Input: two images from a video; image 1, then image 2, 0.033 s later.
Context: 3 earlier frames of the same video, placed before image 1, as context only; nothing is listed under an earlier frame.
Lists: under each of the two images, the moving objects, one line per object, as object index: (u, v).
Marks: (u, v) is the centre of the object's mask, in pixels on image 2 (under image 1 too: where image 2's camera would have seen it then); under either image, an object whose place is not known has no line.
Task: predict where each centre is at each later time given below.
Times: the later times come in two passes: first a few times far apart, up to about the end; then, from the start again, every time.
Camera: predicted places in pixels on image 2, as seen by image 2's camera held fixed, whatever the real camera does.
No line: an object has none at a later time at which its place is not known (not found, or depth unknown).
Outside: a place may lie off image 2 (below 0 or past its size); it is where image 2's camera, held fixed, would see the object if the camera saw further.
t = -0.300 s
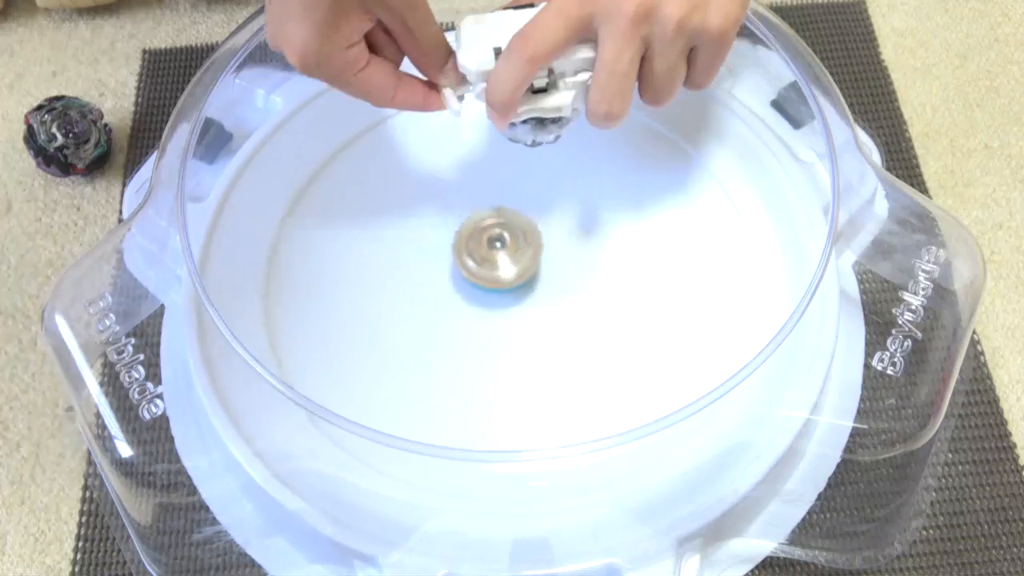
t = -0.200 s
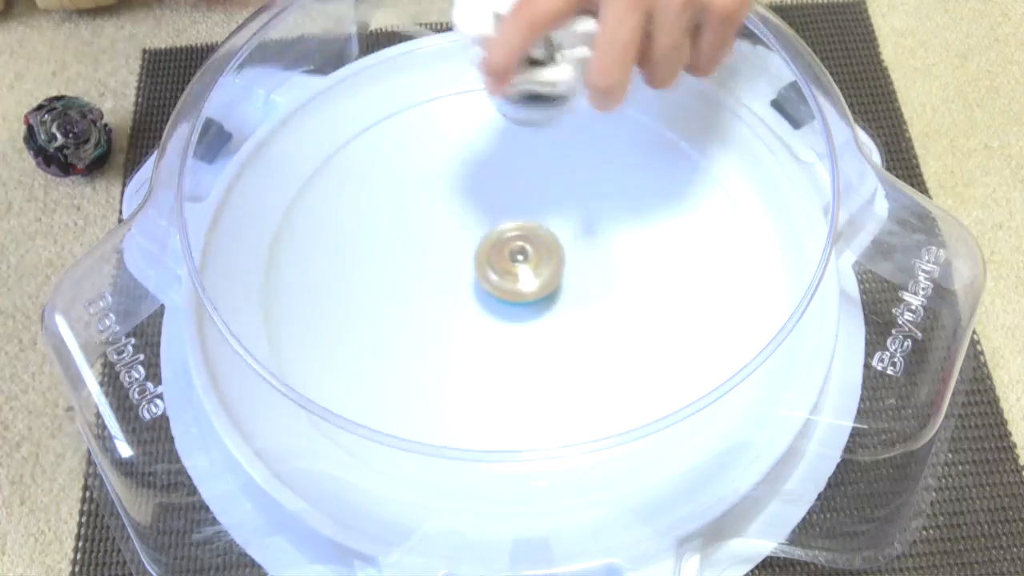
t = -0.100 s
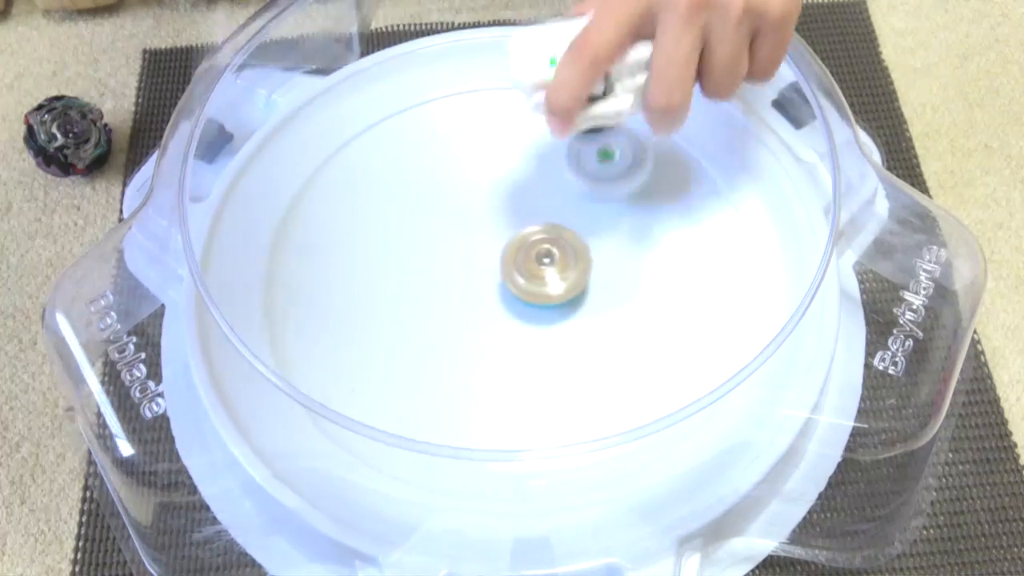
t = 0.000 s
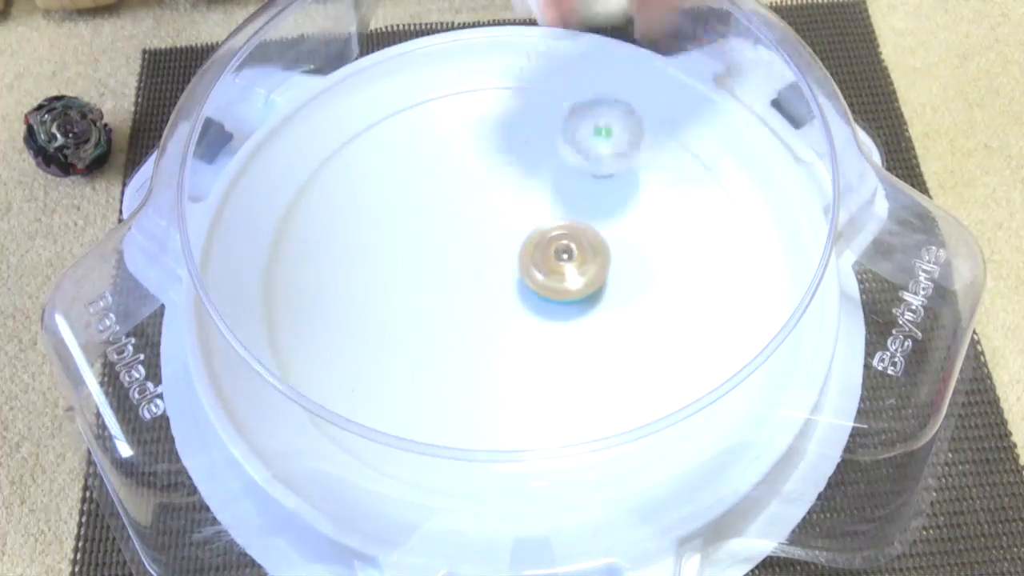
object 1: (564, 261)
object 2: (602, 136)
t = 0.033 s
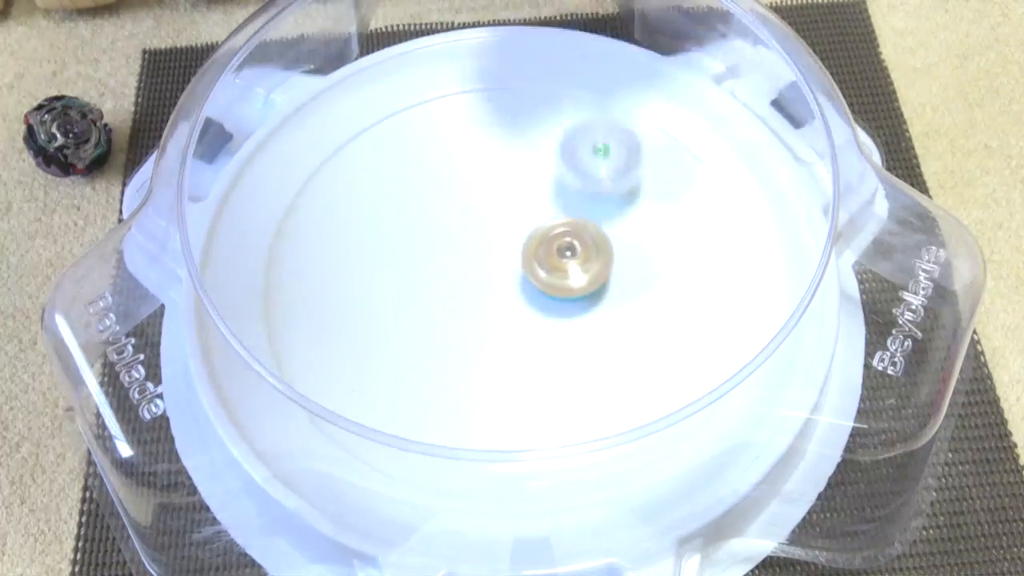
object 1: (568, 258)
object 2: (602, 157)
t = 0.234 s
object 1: (529, 346)
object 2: (554, 94)
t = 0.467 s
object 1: (548, 380)
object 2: (415, 175)
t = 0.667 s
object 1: (588, 355)
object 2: (394, 367)
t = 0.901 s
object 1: (572, 311)
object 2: (623, 431)
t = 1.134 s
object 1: (508, 295)
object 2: (729, 226)
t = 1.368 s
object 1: (457, 305)
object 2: (489, 74)
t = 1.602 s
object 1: (439, 312)
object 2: (270, 298)
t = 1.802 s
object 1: (444, 306)
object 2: (595, 460)
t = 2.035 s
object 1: (458, 285)
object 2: (652, 124)
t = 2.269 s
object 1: (468, 254)
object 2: (307, 178)
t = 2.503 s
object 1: (473, 231)
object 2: (481, 477)
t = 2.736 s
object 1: (486, 223)
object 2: (735, 218)
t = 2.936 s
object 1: (503, 225)
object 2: (516, 73)
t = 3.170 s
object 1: (525, 227)
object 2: (271, 245)
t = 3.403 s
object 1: (548, 238)
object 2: (578, 466)
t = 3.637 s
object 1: (563, 252)
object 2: (718, 177)
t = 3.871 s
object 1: (571, 268)
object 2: (466, 90)
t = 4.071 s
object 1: (569, 282)
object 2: (279, 265)
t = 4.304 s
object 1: (557, 298)
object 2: (538, 470)
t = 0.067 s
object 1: (570, 256)
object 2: (592, 165)
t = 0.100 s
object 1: (568, 262)
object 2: (584, 169)
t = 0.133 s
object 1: (556, 289)
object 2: (582, 143)
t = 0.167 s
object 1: (545, 312)
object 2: (576, 123)
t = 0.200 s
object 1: (535, 331)
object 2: (567, 106)
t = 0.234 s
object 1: (529, 346)
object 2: (554, 94)
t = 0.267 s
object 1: (524, 358)
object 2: (540, 88)
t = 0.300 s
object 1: (522, 366)
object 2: (522, 89)
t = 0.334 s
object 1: (524, 373)
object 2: (503, 96)
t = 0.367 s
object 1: (527, 377)
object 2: (481, 108)
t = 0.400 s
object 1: (533, 380)
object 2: (458, 126)
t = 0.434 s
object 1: (540, 380)
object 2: (437, 148)
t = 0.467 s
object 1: (548, 380)
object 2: (415, 175)
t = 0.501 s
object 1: (557, 378)
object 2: (398, 203)
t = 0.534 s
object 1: (565, 374)
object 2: (385, 236)
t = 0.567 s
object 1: (572, 370)
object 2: (378, 272)
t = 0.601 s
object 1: (579, 366)
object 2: (377, 305)
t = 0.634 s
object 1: (584, 361)
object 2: (382, 336)
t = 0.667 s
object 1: (588, 355)
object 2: (394, 367)
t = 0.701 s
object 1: (591, 349)
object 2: (414, 393)
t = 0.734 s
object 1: (593, 343)
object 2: (443, 416)
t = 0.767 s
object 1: (594, 336)
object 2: (475, 433)
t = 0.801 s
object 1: (591, 329)
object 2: (509, 443)
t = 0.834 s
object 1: (587, 323)
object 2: (547, 446)
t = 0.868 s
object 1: (580, 316)
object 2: (587, 442)
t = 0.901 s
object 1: (572, 311)
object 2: (623, 431)
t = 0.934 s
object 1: (564, 307)
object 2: (655, 415)
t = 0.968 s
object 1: (555, 303)
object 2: (682, 393)
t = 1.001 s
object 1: (546, 300)
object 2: (706, 367)
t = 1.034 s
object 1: (536, 297)
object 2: (721, 334)
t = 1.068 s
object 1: (526, 295)
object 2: (733, 302)
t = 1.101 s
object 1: (517, 295)
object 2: (734, 263)
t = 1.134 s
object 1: (508, 295)
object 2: (729, 226)
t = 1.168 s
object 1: (499, 296)
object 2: (717, 187)
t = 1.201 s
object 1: (491, 296)
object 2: (695, 155)
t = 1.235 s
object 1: (483, 298)
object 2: (665, 122)
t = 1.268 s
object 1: (476, 299)
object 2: (628, 98)
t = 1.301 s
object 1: (469, 301)
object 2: (585, 81)
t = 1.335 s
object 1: (463, 303)
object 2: (536, 74)
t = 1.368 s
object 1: (457, 305)
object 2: (489, 74)
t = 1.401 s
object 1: (453, 307)
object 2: (443, 82)
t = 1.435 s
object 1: (449, 308)
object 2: (395, 99)
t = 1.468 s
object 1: (446, 309)
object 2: (354, 123)
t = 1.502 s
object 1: (444, 311)
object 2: (320, 161)
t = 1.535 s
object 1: (442, 311)
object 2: (290, 194)
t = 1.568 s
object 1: (441, 312)
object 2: (274, 249)
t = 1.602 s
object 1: (439, 312)
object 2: (270, 298)
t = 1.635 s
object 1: (440, 312)
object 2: (286, 350)
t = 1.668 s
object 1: (440, 311)
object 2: (316, 400)
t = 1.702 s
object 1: (441, 311)
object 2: (366, 444)
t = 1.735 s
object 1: (442, 310)
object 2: (439, 467)
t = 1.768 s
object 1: (443, 308)
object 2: (519, 477)
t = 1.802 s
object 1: (444, 306)
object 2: (595, 460)
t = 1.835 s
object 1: (446, 304)
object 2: (665, 426)
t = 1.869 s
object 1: (447, 302)
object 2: (714, 380)
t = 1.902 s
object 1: (449, 299)
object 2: (739, 321)
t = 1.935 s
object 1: (451, 296)
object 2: (754, 265)
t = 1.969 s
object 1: (453, 292)
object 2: (734, 207)
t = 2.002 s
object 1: (455, 289)
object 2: (697, 160)
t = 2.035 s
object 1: (458, 285)
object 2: (652, 124)
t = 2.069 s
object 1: (459, 280)
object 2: (606, 89)
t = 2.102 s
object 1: (461, 276)
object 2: (545, 75)
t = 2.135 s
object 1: (463, 272)
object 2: (488, 76)
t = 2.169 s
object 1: (464, 267)
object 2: (432, 85)
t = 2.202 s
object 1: (465, 263)
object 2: (383, 104)
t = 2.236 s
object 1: (467, 259)
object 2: (340, 134)
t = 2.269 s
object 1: (468, 254)
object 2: (307, 178)
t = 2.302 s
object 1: (468, 250)
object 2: (280, 218)
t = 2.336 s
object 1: (469, 246)
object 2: (271, 272)
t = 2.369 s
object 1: (470, 243)
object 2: (277, 327)
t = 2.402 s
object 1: (471, 239)
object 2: (302, 369)
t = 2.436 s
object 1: (472, 237)
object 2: (346, 428)
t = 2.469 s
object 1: (472, 234)
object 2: (406, 459)
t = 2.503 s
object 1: (473, 231)
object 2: (481, 477)
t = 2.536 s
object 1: (475, 229)
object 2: (555, 470)
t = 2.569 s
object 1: (476, 227)
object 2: (622, 451)
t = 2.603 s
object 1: (477, 226)
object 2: (682, 411)
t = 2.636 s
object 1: (479, 225)
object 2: (721, 367)
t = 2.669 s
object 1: (482, 224)
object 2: (739, 318)
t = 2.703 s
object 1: (484, 223)
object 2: (748, 269)
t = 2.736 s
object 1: (486, 223)
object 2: (735, 218)
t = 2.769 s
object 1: (489, 223)
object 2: (710, 176)
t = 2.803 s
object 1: (492, 224)
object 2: (680, 143)
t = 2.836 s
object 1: (495, 224)
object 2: (644, 106)
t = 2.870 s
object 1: (498, 224)
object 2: (603, 88)
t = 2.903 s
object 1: (501, 225)
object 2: (558, 77)
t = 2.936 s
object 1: (503, 225)
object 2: (516, 73)
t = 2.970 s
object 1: (507, 226)
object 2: (472, 75)
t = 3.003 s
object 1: (510, 226)
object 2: (433, 84)
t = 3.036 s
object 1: (513, 226)
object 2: (387, 104)
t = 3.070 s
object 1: (516, 227)
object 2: (349, 128)
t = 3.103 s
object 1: (519, 227)
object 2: (315, 162)
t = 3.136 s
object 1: (522, 227)
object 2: (287, 198)
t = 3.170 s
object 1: (525, 227)
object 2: (271, 245)
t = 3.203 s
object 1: (528, 228)
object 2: (268, 298)
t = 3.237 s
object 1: (532, 230)
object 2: (288, 344)
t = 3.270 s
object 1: (535, 231)
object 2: (314, 398)
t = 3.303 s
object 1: (538, 233)
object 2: (367, 435)
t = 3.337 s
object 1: (542, 234)
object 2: (434, 465)
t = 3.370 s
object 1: (545, 236)
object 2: (508, 476)
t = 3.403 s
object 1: (548, 238)
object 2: (578, 466)
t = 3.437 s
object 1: (551, 240)
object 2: (648, 439)
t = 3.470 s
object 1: (554, 242)
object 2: (693, 399)
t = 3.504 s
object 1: (556, 244)
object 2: (725, 359)
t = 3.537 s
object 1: (558, 246)
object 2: (739, 313)
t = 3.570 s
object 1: (560, 248)
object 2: (747, 266)
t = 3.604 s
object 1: (561, 250)
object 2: (735, 224)
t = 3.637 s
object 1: (563, 252)
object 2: (718, 177)
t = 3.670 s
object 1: (565, 254)
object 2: (694, 142)
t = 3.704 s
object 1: (566, 256)
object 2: (663, 118)
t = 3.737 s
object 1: (568, 258)
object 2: (627, 100)
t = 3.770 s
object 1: (569, 261)
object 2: (586, 87)
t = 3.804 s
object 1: (570, 263)
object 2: (549, 82)
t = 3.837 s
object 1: (570, 266)
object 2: (507, 82)
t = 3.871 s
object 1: (571, 268)
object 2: (466, 90)
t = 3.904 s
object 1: (571, 270)
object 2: (424, 105)
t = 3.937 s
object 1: (571, 273)
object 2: (385, 124)
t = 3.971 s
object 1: (570, 275)
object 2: (351, 154)
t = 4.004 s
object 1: (570, 278)
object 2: (319, 181)
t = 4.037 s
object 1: (569, 280)
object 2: (295, 222)
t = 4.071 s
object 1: (569, 282)
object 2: (279, 265)
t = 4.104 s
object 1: (567, 285)
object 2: (274, 312)
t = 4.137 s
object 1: (566, 287)
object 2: (292, 349)
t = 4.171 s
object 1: (565, 289)
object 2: (320, 397)
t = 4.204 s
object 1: (563, 292)
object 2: (363, 433)
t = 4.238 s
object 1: (561, 294)
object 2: (416, 463)
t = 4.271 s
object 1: (559, 296)
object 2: (474, 475)
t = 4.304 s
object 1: (557, 298)
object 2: (538, 470)
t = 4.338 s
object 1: (554, 300)
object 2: (594, 460)
